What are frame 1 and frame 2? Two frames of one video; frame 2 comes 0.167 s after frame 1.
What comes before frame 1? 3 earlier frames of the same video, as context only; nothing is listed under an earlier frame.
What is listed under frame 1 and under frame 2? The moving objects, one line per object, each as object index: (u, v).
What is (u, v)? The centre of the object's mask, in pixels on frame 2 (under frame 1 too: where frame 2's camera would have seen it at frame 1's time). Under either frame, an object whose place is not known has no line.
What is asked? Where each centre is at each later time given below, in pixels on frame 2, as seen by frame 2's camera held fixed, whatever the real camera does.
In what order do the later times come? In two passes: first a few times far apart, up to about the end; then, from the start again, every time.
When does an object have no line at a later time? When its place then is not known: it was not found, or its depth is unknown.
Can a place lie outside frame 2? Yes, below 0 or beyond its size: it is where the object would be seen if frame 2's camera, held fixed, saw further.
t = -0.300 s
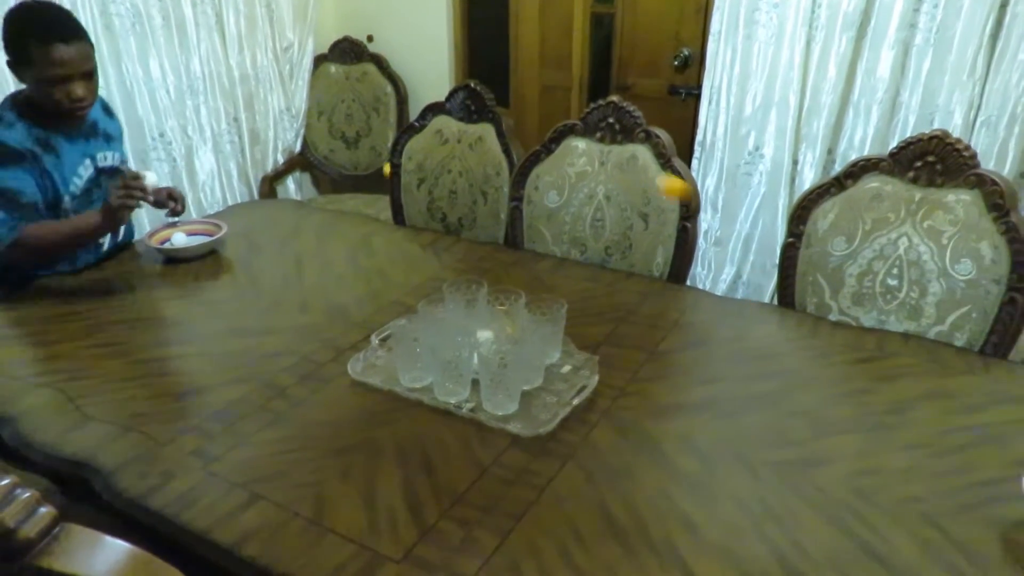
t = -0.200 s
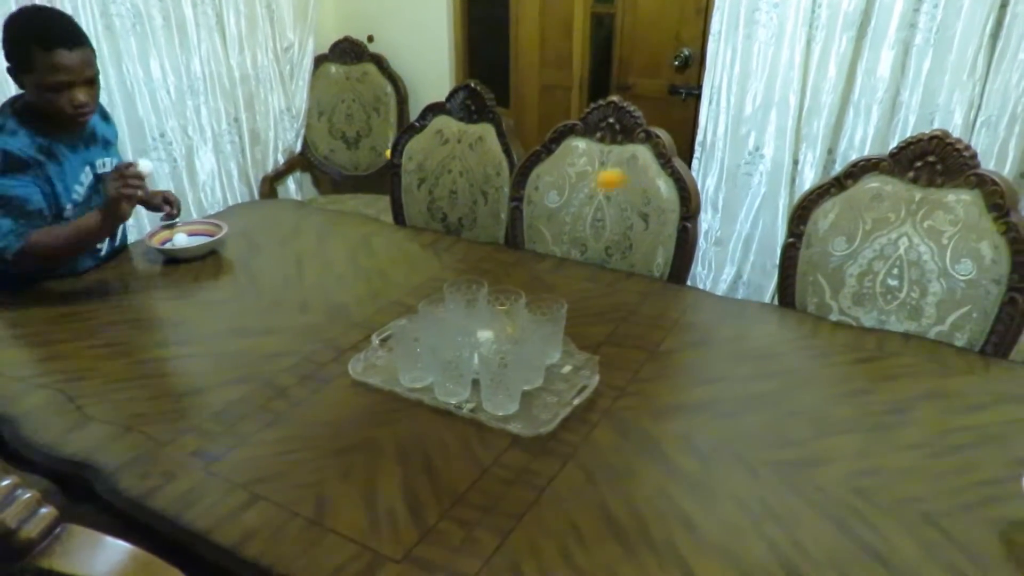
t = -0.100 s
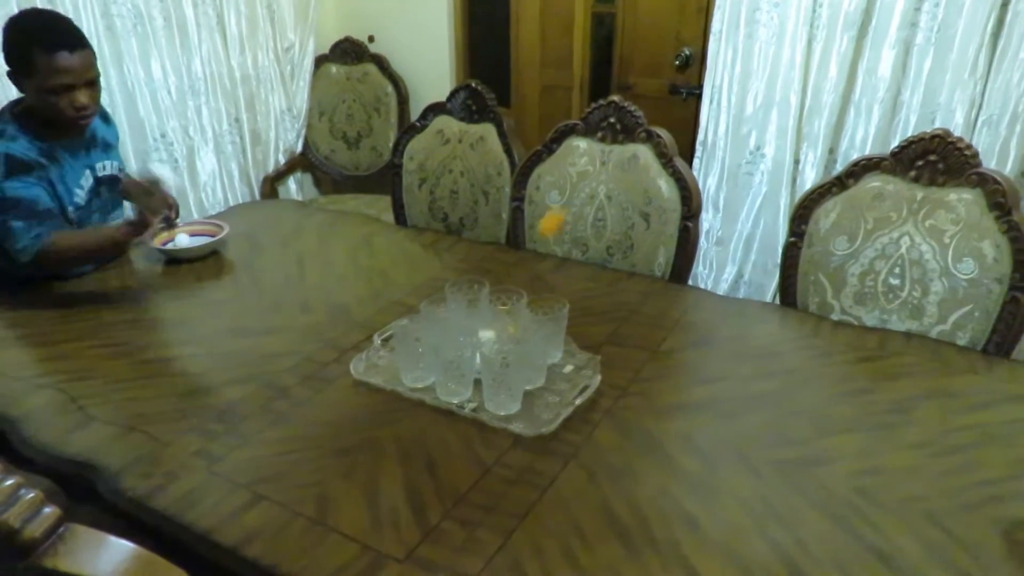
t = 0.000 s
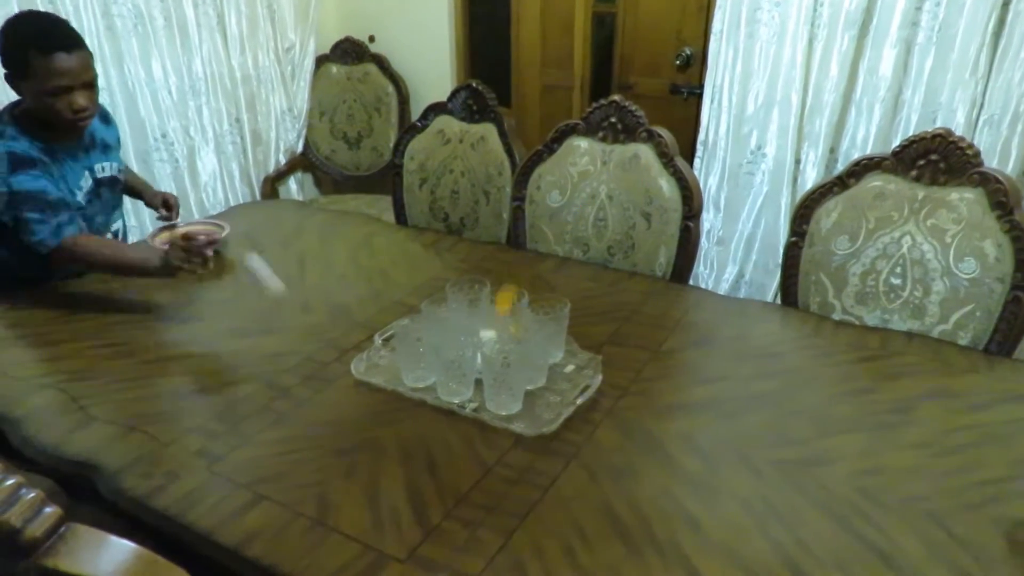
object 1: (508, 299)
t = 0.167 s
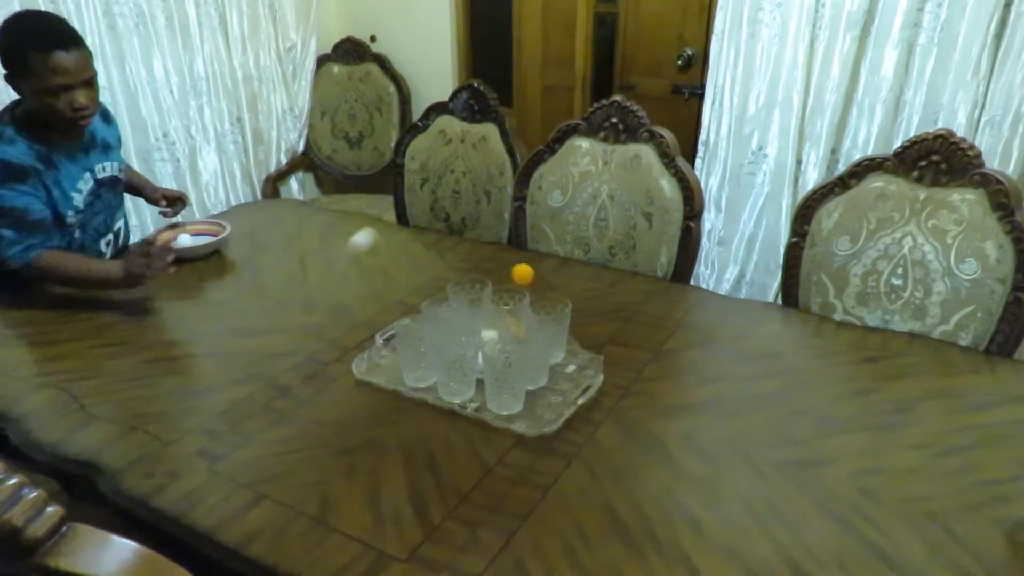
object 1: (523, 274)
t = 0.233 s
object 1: (532, 287)
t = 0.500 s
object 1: (570, 303)
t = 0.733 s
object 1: (553, 382)
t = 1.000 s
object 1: (526, 413)
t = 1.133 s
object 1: (518, 416)
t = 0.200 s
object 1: (527, 278)
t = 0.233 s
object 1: (532, 287)
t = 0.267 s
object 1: (538, 299)
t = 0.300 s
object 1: (542, 295)
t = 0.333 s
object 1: (547, 288)
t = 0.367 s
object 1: (551, 287)
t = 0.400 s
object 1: (556, 291)
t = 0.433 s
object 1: (561, 300)
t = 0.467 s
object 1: (566, 304)
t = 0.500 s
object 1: (570, 303)
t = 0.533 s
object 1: (575, 308)
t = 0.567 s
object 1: (579, 318)
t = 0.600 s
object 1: (583, 333)
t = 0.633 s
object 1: (587, 353)
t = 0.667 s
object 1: (585, 373)
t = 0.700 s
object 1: (567, 375)
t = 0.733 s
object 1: (553, 382)
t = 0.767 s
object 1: (551, 386)
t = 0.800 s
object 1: (549, 391)
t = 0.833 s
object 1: (545, 403)
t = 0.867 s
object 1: (542, 410)
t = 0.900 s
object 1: (539, 417)
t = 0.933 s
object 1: (536, 417)
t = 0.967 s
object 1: (531, 413)
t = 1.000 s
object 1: (526, 413)
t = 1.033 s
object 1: (522, 411)
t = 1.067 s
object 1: (520, 413)
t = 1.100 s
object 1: (518, 417)
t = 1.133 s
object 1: (518, 416)
